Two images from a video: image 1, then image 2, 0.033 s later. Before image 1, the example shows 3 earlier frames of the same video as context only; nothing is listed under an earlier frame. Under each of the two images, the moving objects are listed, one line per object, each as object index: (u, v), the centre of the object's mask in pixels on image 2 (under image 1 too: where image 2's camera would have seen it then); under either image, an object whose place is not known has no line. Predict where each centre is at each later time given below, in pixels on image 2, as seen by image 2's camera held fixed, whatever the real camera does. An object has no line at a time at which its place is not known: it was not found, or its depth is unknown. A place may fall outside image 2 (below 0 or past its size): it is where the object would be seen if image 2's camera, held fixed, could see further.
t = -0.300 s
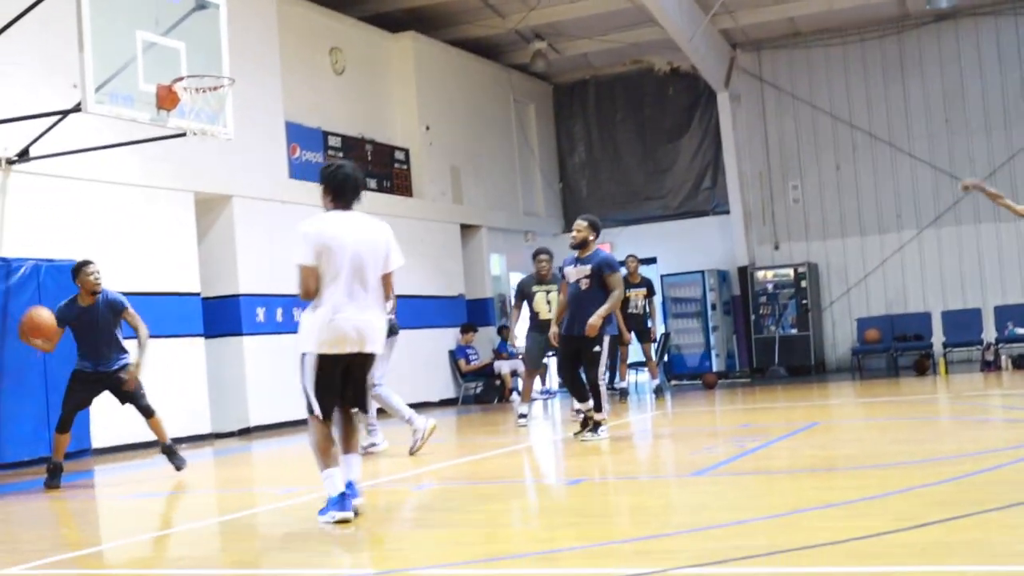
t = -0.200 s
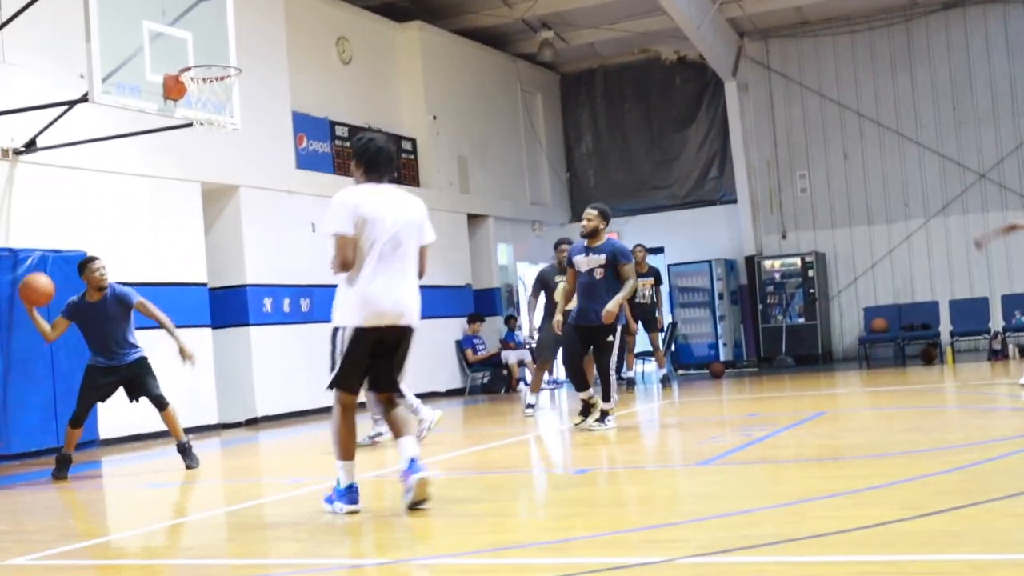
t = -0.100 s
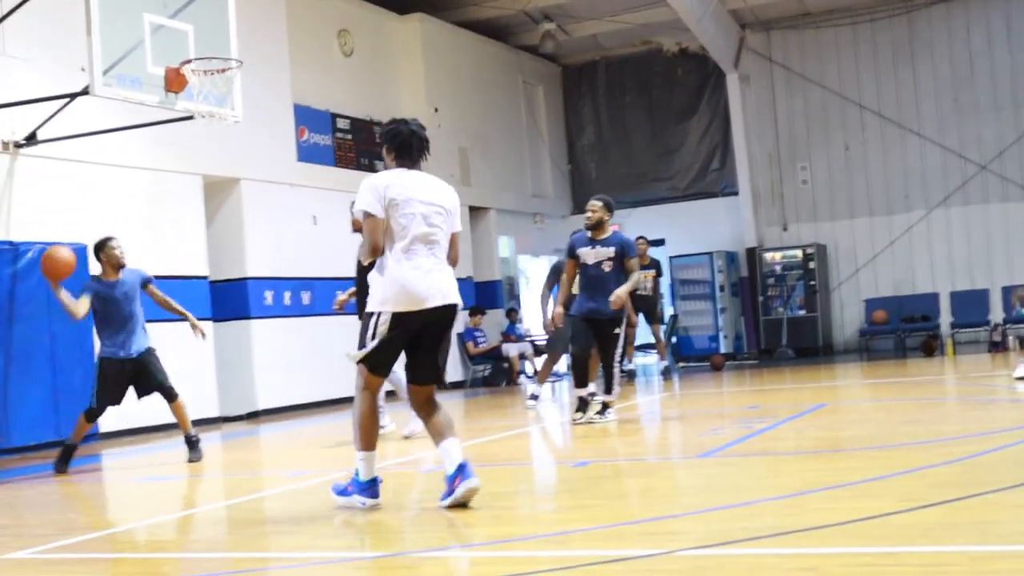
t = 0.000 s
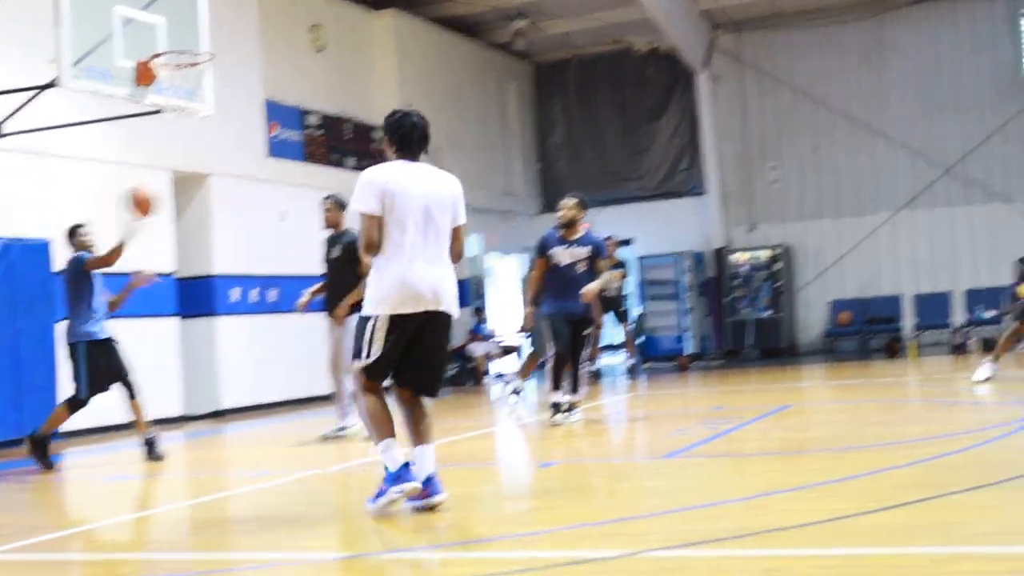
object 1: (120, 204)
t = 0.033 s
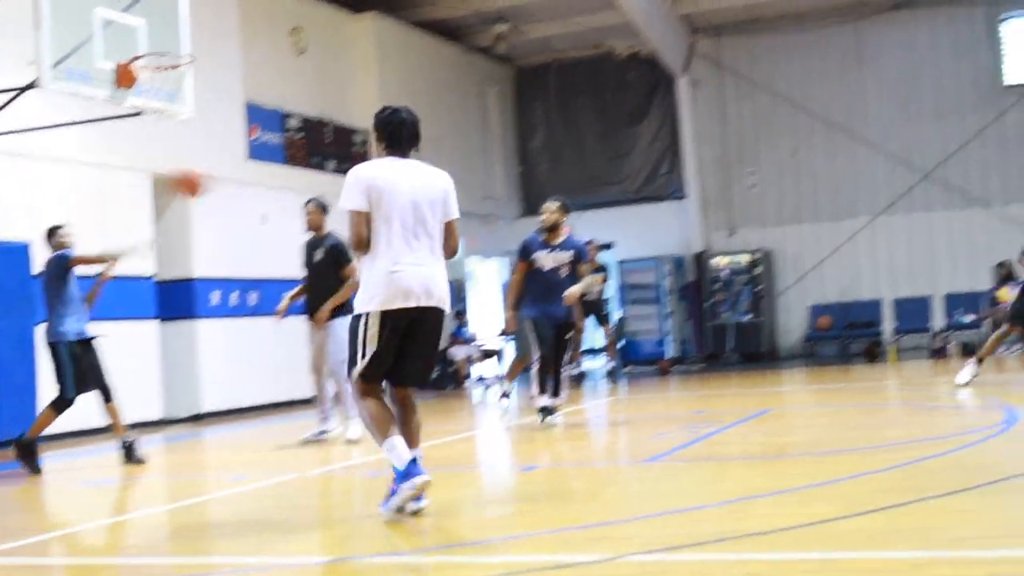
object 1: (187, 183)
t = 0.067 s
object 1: (263, 157)
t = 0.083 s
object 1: (300, 150)
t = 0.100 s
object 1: (331, 141)
